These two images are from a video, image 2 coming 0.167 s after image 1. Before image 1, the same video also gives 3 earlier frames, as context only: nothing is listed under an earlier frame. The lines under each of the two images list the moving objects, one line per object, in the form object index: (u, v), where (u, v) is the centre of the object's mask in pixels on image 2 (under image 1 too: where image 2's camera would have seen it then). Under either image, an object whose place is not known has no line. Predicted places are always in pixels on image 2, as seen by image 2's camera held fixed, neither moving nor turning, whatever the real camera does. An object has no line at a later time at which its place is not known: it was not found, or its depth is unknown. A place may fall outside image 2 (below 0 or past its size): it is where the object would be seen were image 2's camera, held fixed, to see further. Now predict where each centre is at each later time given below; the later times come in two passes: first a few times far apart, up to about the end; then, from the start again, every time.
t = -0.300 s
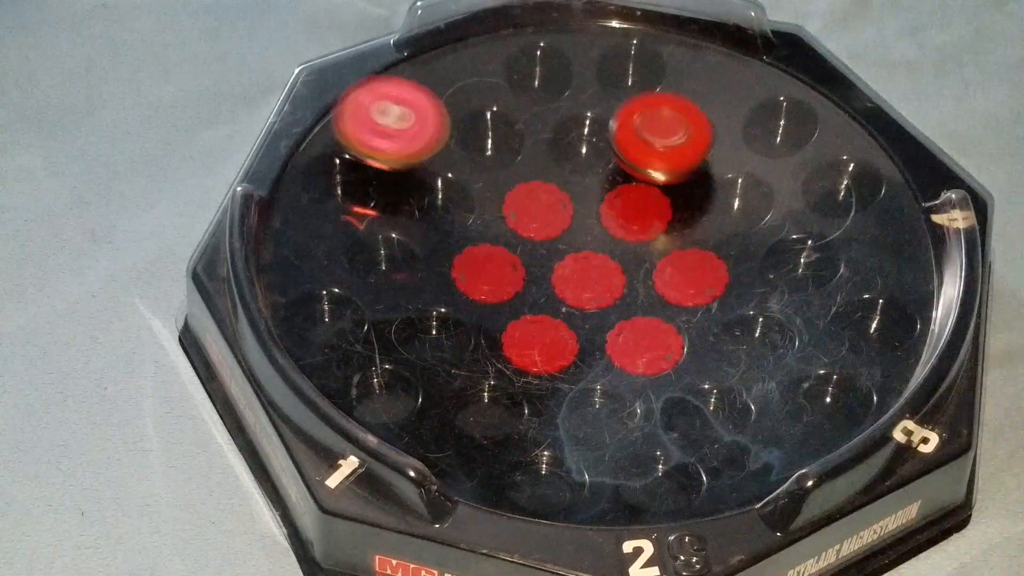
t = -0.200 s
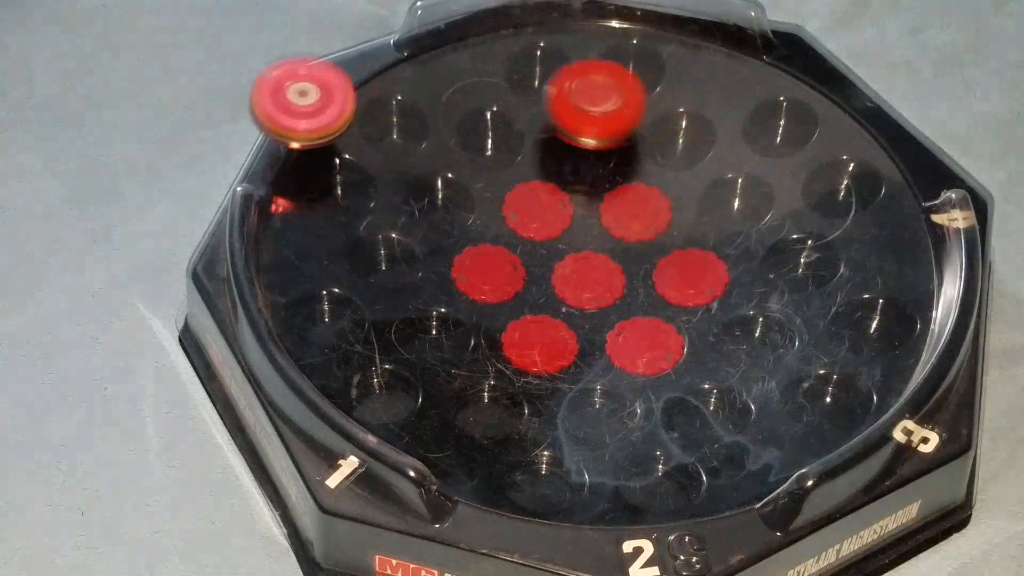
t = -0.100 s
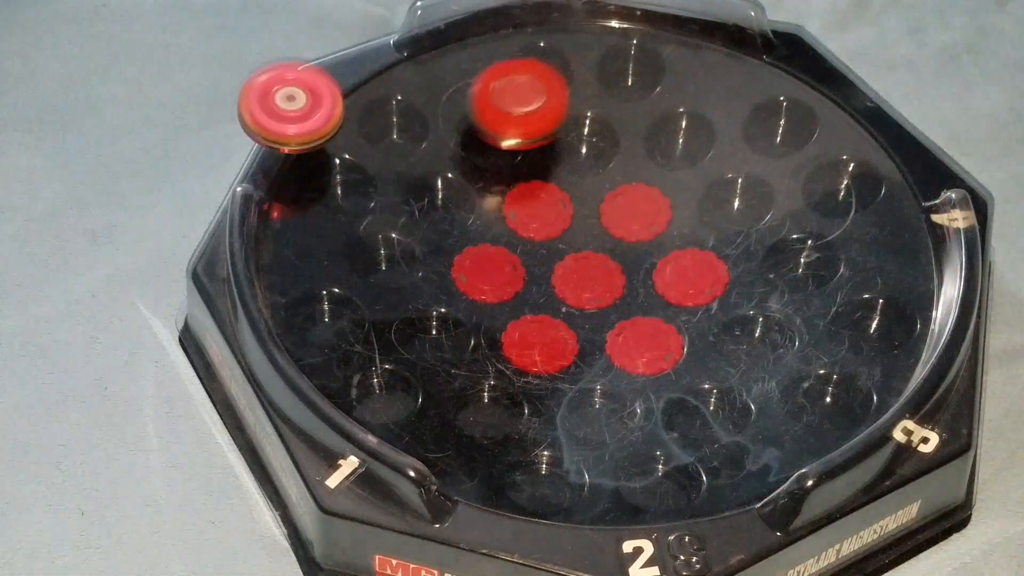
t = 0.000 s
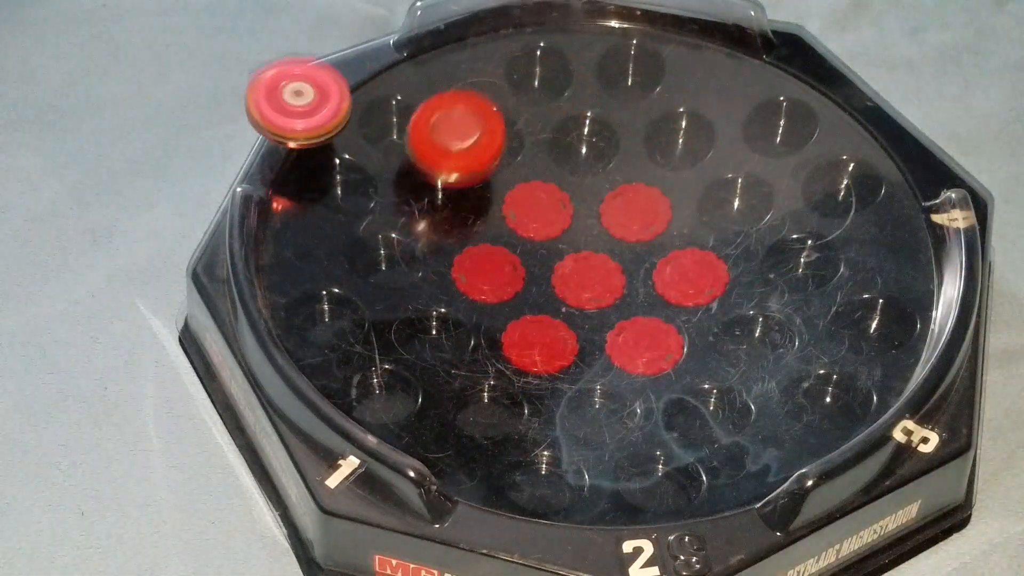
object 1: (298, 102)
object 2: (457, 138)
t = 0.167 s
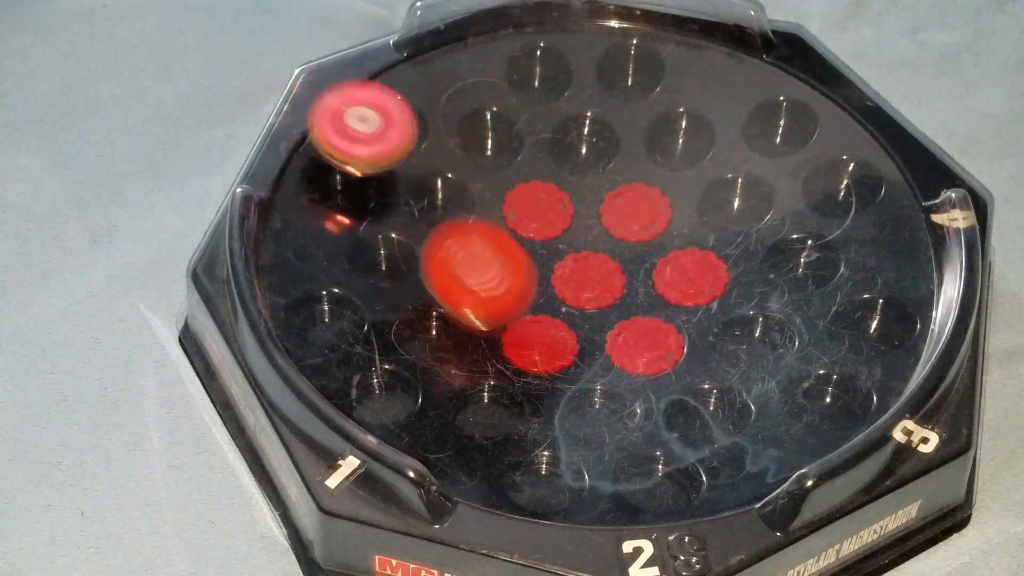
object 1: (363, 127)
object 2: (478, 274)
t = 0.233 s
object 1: (396, 149)
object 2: (552, 320)
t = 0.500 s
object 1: (586, 254)
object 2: (807, 131)
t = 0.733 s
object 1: (701, 198)
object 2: (754, 70)
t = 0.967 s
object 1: (656, 213)
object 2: (696, 76)
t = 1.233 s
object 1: (610, 270)
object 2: (613, 120)
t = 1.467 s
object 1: (600, 452)
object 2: (572, 133)
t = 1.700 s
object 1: (594, 401)
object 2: (565, 214)
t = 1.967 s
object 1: (519, 278)
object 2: (649, 274)
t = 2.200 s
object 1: (532, 200)
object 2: (707, 247)
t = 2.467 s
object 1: (554, 210)
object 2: (682, 236)
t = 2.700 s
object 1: (559, 273)
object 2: (681, 235)
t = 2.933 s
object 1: (605, 317)
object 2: (677, 235)
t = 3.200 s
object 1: (664, 317)
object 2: (663, 227)
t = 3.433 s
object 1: (678, 322)
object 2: (633, 212)
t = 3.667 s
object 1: (682, 375)
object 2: (530, 141)
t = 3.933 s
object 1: (639, 331)
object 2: (492, 181)
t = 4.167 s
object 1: (627, 290)
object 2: (538, 217)
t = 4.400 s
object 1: (775, 413)
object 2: (536, 144)
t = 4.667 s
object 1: (756, 295)
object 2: (553, 175)
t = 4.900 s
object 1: (687, 182)
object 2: (554, 192)
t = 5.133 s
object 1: (671, 167)
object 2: (577, 218)
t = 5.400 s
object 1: (670, 167)
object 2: (705, 254)
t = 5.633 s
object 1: (620, 117)
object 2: (771, 250)
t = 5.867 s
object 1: (574, 91)
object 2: (759, 240)
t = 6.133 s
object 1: (608, 159)
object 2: (692, 241)
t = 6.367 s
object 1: (575, 142)
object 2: (638, 311)
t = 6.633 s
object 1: (583, 159)
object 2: (620, 316)
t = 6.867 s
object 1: (621, 178)
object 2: (583, 290)
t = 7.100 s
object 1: (673, 193)
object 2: (531, 255)
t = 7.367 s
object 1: (675, 200)
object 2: (513, 232)
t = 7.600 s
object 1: (664, 204)
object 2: (552, 218)
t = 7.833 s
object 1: (735, 227)
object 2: (563, 193)
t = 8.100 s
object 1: (720, 248)
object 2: (599, 199)
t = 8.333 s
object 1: (795, 360)
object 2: (628, 167)
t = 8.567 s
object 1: (794, 372)
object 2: (641, 188)
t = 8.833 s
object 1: (743, 342)
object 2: (647, 211)
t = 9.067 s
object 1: (604, 358)
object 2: (677, 224)
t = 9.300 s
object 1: (539, 360)
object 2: (679, 233)
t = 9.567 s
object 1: (562, 322)
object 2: (666, 234)
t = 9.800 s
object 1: (547, 259)
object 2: (643, 225)
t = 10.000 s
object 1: (518, 215)
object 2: (624, 212)
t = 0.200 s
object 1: (379, 137)
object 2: (506, 298)
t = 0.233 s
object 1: (396, 149)
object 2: (552, 320)
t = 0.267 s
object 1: (415, 162)
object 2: (609, 327)
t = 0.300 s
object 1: (436, 178)
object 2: (661, 324)
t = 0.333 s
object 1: (456, 193)
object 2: (713, 303)
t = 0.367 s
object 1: (480, 210)
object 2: (754, 276)
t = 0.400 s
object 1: (505, 225)
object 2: (783, 242)
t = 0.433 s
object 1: (532, 238)
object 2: (801, 206)
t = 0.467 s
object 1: (559, 249)
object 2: (808, 167)
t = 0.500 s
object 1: (586, 254)
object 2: (807, 131)
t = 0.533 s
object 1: (612, 254)
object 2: (801, 101)
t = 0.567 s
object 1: (635, 249)
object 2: (793, 78)
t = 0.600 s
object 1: (657, 242)
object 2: (784, 61)
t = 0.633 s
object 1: (673, 232)
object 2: (776, 52)
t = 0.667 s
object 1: (685, 221)
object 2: (769, 60)
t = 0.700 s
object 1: (695, 209)
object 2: (762, 66)
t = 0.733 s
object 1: (701, 198)
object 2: (754, 70)
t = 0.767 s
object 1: (705, 187)
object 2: (745, 75)
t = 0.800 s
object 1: (706, 177)
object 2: (736, 79)
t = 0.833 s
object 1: (704, 172)
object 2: (727, 82)
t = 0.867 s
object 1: (692, 184)
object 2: (721, 77)
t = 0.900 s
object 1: (679, 196)
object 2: (715, 74)
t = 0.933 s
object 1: (667, 205)
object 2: (706, 74)
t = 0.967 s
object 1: (656, 213)
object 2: (696, 76)
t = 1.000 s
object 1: (646, 218)
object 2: (686, 81)
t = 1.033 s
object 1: (636, 221)
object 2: (675, 87)
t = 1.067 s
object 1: (628, 222)
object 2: (664, 94)
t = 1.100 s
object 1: (623, 222)
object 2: (652, 102)
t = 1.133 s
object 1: (620, 221)
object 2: (641, 111)
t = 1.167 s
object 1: (619, 221)
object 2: (630, 122)
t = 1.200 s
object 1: (620, 223)
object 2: (618, 132)
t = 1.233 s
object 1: (610, 270)
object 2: (613, 120)
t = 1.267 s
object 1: (604, 323)
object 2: (610, 105)
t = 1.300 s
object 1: (600, 365)
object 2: (605, 97)
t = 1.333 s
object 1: (597, 400)
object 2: (600, 96)
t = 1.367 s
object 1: (594, 425)
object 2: (593, 102)
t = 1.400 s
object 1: (594, 442)
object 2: (585, 111)
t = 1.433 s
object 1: (596, 450)
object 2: (578, 121)
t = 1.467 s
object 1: (600, 452)
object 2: (572, 133)
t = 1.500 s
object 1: (604, 450)
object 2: (568, 144)
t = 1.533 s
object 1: (607, 445)
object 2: (564, 156)
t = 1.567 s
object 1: (608, 439)
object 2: (562, 168)
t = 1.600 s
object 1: (607, 431)
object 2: (561, 180)
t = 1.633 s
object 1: (605, 422)
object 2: (561, 192)
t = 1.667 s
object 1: (600, 412)
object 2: (562, 203)
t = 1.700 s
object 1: (594, 401)
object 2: (565, 214)
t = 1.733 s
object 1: (585, 389)
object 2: (572, 225)
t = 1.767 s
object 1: (575, 375)
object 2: (580, 236)
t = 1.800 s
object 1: (564, 360)
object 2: (590, 247)
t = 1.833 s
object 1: (552, 344)
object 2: (601, 256)
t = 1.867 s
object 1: (541, 329)
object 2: (612, 262)
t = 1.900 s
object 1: (531, 311)
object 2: (623, 268)
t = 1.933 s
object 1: (524, 294)
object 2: (635, 273)
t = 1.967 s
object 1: (519, 278)
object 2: (649, 274)
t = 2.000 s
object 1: (516, 264)
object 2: (662, 275)
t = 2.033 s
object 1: (515, 250)
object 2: (674, 273)
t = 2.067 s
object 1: (516, 235)
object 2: (685, 272)
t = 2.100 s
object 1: (519, 223)
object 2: (695, 267)
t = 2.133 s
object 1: (522, 214)
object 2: (704, 261)
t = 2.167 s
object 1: (527, 206)
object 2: (709, 253)
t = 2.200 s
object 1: (532, 200)
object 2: (707, 247)
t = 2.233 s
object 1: (536, 196)
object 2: (703, 243)
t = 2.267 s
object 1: (541, 194)
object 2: (699, 240)
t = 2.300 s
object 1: (545, 193)
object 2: (696, 238)
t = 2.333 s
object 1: (548, 193)
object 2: (694, 237)
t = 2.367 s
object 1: (550, 195)
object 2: (692, 236)
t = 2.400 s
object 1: (551, 199)
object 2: (689, 236)
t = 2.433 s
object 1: (552, 204)
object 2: (685, 236)
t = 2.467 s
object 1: (554, 210)
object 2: (682, 236)
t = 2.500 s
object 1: (555, 217)
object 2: (679, 235)
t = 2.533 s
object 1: (557, 225)
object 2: (678, 235)
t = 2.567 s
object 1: (560, 234)
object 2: (677, 235)
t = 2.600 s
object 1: (563, 244)
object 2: (676, 236)
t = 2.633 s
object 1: (567, 254)
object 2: (676, 236)
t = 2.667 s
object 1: (562, 264)
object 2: (679, 235)
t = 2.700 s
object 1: (559, 273)
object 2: (681, 235)
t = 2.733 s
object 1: (562, 282)
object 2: (682, 235)
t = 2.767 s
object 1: (567, 290)
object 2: (683, 234)
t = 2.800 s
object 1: (573, 297)
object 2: (683, 234)
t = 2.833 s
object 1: (580, 303)
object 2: (682, 234)
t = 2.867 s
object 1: (588, 310)
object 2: (681, 235)
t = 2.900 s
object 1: (596, 314)
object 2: (679, 235)
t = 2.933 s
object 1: (605, 317)
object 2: (677, 235)
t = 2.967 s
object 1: (613, 319)
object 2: (675, 235)
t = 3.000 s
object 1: (621, 320)
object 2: (673, 234)
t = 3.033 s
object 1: (630, 319)
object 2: (671, 233)
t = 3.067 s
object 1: (639, 319)
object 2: (670, 233)
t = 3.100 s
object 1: (647, 317)
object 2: (668, 232)
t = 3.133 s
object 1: (654, 315)
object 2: (667, 232)
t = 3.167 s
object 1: (659, 317)
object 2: (665, 229)
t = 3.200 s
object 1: (664, 317)
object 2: (663, 227)
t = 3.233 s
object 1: (668, 315)
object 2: (660, 226)
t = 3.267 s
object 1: (670, 313)
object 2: (656, 225)
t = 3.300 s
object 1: (673, 311)
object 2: (651, 224)
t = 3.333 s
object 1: (675, 308)
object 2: (646, 224)
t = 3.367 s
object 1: (677, 304)
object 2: (641, 223)
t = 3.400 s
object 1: (678, 300)
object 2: (636, 222)
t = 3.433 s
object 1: (678, 322)
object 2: (633, 212)
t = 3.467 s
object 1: (675, 348)
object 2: (627, 191)
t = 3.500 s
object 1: (674, 365)
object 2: (615, 172)
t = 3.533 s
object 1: (675, 374)
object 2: (600, 160)
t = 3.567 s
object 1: (678, 377)
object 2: (583, 152)
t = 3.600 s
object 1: (681, 378)
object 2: (565, 147)
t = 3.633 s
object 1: (683, 377)
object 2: (547, 143)
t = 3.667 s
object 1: (682, 375)
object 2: (530, 141)
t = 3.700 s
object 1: (680, 372)
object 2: (514, 141)
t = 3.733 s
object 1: (676, 368)
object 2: (501, 143)
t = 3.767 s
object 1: (672, 364)
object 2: (492, 147)
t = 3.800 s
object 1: (666, 358)
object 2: (487, 153)
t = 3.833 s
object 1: (659, 352)
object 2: (485, 159)
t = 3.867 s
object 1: (652, 345)
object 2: (485, 167)
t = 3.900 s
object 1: (645, 338)
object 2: (488, 174)
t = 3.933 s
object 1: (639, 331)
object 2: (492, 181)
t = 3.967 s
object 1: (633, 322)
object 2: (497, 188)
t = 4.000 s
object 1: (629, 315)
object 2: (503, 194)
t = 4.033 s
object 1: (626, 307)
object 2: (509, 200)
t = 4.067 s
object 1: (626, 300)
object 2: (517, 205)
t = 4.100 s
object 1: (626, 295)
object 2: (523, 209)
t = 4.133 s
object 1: (626, 292)
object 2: (531, 214)
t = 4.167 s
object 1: (627, 290)
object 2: (538, 217)
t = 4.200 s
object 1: (625, 288)
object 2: (546, 220)
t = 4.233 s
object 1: (633, 297)
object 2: (549, 217)
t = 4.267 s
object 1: (673, 339)
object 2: (540, 192)
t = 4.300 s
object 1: (710, 371)
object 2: (535, 167)
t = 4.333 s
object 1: (741, 395)
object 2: (533, 152)
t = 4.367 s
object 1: (766, 413)
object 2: (535, 145)
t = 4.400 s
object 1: (775, 413)
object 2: (536, 144)
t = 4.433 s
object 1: (774, 404)
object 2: (538, 145)
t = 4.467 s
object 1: (774, 392)
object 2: (539, 148)
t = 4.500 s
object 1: (774, 378)
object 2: (541, 151)
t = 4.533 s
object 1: (773, 363)
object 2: (542, 155)
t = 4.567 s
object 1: (771, 347)
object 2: (544, 160)
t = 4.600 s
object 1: (768, 330)
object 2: (547, 165)
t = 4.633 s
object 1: (763, 313)
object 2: (550, 170)
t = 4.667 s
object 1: (756, 295)
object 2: (553, 175)
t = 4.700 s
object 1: (747, 276)
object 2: (556, 179)
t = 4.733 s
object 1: (735, 257)
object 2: (559, 182)
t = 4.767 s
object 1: (722, 238)
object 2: (561, 185)
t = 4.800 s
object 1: (705, 220)
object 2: (563, 188)
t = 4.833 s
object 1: (687, 204)
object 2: (565, 190)
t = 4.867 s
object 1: (679, 191)
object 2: (563, 192)
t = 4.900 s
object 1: (687, 182)
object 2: (554, 192)
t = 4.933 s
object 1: (687, 176)
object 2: (551, 192)
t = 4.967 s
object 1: (683, 173)
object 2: (551, 194)
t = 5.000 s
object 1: (679, 171)
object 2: (554, 197)
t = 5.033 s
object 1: (676, 170)
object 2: (558, 200)
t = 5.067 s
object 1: (674, 168)
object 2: (563, 204)
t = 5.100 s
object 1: (672, 167)
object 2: (570, 210)
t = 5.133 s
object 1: (671, 167)
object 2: (577, 218)
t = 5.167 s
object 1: (670, 166)
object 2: (587, 226)
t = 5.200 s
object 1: (670, 166)
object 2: (598, 235)
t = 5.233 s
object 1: (670, 166)
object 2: (613, 244)
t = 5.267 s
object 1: (670, 166)
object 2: (630, 251)
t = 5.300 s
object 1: (670, 166)
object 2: (649, 257)
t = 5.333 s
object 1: (670, 166)
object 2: (670, 260)
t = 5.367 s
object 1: (670, 166)
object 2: (689, 259)
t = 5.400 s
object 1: (670, 167)
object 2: (705, 254)
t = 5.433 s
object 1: (670, 169)
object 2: (718, 251)
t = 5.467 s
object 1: (671, 170)
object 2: (728, 247)
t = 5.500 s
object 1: (671, 172)
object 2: (736, 241)
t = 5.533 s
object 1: (669, 171)
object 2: (743, 240)
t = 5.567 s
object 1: (652, 148)
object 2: (754, 247)
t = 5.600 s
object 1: (636, 131)
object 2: (764, 250)
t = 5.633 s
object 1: (620, 117)
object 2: (771, 250)
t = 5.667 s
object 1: (606, 107)
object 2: (774, 249)
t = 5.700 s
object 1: (595, 100)
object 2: (774, 247)
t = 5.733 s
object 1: (586, 95)
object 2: (773, 246)
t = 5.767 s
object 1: (579, 92)
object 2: (770, 244)
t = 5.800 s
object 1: (575, 91)
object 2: (767, 242)
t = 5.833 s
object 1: (574, 91)
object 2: (763, 242)
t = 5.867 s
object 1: (574, 91)
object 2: (759, 240)
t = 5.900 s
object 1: (577, 95)
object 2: (754, 240)
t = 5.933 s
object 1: (581, 99)
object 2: (748, 240)
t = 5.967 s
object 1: (585, 105)
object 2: (741, 239)
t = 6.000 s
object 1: (590, 113)
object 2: (733, 239)
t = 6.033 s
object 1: (596, 122)
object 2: (725, 239)
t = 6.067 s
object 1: (601, 133)
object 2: (715, 240)
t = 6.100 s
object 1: (605, 146)
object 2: (704, 240)
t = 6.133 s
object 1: (608, 159)
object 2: (692, 241)
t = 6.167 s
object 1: (609, 174)
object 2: (679, 244)
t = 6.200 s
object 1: (603, 176)
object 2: (673, 258)
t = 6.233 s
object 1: (588, 161)
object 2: (670, 272)
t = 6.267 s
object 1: (578, 150)
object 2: (664, 285)
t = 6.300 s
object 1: (574, 146)
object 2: (655, 294)
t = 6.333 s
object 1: (573, 143)
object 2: (645, 303)
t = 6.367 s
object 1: (575, 142)
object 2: (638, 311)
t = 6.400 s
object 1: (576, 142)
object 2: (632, 317)
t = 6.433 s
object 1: (577, 143)
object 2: (628, 322)
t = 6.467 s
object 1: (578, 146)
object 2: (626, 324)
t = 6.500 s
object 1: (579, 149)
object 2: (623, 326)
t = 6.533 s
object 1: (579, 151)
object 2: (622, 325)
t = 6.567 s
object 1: (580, 154)
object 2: (621, 322)
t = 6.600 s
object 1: (581, 156)
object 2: (621, 320)
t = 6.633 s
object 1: (583, 159)
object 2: (620, 316)
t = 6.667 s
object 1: (585, 161)
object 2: (619, 313)
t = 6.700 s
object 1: (588, 163)
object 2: (617, 310)
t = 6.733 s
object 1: (592, 166)
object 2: (612, 306)
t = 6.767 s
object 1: (598, 169)
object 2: (607, 302)
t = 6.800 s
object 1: (605, 172)
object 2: (600, 298)
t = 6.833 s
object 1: (613, 175)
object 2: (592, 293)
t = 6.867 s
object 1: (621, 178)
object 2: (583, 290)
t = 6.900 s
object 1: (630, 181)
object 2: (575, 286)
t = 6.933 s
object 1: (638, 184)
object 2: (567, 281)
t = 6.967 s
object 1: (646, 187)
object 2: (559, 276)
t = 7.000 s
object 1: (654, 189)
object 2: (550, 271)
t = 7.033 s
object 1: (662, 190)
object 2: (543, 265)
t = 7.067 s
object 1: (668, 192)
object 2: (537, 260)
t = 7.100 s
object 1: (673, 193)
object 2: (531, 255)
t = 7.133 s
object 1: (676, 195)
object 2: (526, 250)
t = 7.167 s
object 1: (680, 195)
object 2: (521, 246)
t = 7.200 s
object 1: (681, 196)
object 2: (518, 241)
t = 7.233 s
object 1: (681, 197)
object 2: (515, 237)
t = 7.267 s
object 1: (681, 198)
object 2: (513, 235)
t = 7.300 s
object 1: (679, 199)
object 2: (513, 233)
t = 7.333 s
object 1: (677, 200)
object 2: (513, 232)
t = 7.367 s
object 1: (675, 200)
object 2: (513, 232)
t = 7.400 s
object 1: (673, 201)
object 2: (514, 231)
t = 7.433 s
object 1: (671, 201)
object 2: (517, 229)
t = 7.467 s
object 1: (670, 201)
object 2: (521, 228)
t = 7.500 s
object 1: (669, 201)
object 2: (527, 226)
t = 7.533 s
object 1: (667, 202)
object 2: (534, 223)
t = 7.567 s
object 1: (666, 202)
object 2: (543, 221)
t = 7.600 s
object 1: (664, 204)
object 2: (552, 218)
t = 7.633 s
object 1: (668, 206)
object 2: (558, 213)
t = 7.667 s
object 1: (696, 207)
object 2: (554, 208)
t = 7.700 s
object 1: (717, 211)
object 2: (553, 204)
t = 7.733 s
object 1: (727, 215)
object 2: (554, 201)
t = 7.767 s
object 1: (732, 220)
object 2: (557, 198)
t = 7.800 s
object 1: (734, 224)
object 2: (560, 196)
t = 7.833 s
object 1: (735, 227)
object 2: (563, 193)
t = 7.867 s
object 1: (735, 230)
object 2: (565, 192)
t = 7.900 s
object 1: (734, 233)
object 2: (567, 191)
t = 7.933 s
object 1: (732, 236)
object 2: (569, 190)
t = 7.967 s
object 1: (730, 238)
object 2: (572, 191)
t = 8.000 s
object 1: (728, 240)
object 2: (576, 191)
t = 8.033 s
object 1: (725, 243)
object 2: (582, 193)
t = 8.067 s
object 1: (722, 245)
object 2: (590, 196)
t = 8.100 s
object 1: (720, 248)
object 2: (599, 199)
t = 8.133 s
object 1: (716, 251)
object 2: (610, 202)
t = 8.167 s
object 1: (713, 254)
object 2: (622, 205)
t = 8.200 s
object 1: (723, 270)
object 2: (628, 198)
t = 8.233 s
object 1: (753, 301)
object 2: (624, 179)
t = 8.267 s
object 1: (773, 327)
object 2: (623, 168)
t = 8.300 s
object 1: (787, 347)
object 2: (625, 166)
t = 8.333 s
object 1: (795, 360)
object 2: (628, 167)
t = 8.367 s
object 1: (801, 368)
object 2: (631, 170)
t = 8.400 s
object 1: (803, 374)
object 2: (635, 174)
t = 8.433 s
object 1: (803, 377)
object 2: (637, 178)
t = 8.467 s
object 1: (802, 379)
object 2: (639, 181)
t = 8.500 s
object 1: (800, 378)
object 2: (640, 184)
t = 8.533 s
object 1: (797, 376)
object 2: (640, 185)
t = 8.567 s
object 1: (794, 372)
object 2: (641, 188)
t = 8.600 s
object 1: (789, 369)
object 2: (641, 190)
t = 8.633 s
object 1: (785, 365)
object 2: (640, 192)
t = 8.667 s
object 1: (780, 361)
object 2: (641, 193)
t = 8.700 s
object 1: (774, 357)
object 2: (641, 195)
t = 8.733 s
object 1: (768, 353)
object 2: (642, 198)
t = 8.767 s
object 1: (762, 349)
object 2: (644, 202)
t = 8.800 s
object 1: (754, 346)
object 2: (645, 206)
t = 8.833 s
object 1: (743, 342)
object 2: (647, 211)
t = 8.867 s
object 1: (730, 337)
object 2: (648, 217)
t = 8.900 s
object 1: (718, 332)
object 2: (650, 224)
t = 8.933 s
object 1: (703, 326)
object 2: (653, 230)
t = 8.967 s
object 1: (687, 320)
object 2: (656, 237)
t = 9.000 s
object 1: (662, 329)
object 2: (662, 235)
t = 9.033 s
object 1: (633, 346)
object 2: (672, 226)
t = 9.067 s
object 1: (604, 358)
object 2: (677, 224)
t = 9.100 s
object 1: (582, 363)
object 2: (680, 224)
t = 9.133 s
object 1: (565, 366)
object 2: (682, 227)
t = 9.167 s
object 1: (553, 366)
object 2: (681, 229)
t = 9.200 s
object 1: (545, 364)
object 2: (681, 230)
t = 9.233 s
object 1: (540, 364)
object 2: (680, 231)
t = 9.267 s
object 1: (539, 362)
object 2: (680, 232)
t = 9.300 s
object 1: (539, 360)
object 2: (679, 233)
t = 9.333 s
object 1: (541, 357)
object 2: (677, 234)
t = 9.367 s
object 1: (545, 353)
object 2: (676, 234)
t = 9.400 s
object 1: (549, 349)
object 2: (674, 235)
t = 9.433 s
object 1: (554, 345)
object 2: (672, 235)
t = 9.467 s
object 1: (557, 341)
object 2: (670, 235)
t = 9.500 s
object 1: (560, 335)
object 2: (669, 235)
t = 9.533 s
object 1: (562, 330)
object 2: (667, 235)
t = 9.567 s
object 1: (562, 322)
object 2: (666, 234)
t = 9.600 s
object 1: (561, 314)
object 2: (665, 234)
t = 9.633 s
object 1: (560, 305)
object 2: (664, 234)
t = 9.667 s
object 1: (558, 296)
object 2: (660, 232)
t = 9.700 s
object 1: (555, 285)
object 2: (657, 232)
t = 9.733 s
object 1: (553, 277)
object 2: (652, 230)
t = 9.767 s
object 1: (550, 269)
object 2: (647, 227)
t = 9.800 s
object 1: (547, 259)
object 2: (643, 225)
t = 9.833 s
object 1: (536, 250)
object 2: (640, 222)
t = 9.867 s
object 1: (530, 242)
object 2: (636, 220)
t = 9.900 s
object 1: (527, 235)
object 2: (631, 218)
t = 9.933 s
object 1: (524, 228)
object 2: (627, 216)
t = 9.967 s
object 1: (519, 221)
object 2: (626, 214)
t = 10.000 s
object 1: (518, 215)
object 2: (624, 212)
